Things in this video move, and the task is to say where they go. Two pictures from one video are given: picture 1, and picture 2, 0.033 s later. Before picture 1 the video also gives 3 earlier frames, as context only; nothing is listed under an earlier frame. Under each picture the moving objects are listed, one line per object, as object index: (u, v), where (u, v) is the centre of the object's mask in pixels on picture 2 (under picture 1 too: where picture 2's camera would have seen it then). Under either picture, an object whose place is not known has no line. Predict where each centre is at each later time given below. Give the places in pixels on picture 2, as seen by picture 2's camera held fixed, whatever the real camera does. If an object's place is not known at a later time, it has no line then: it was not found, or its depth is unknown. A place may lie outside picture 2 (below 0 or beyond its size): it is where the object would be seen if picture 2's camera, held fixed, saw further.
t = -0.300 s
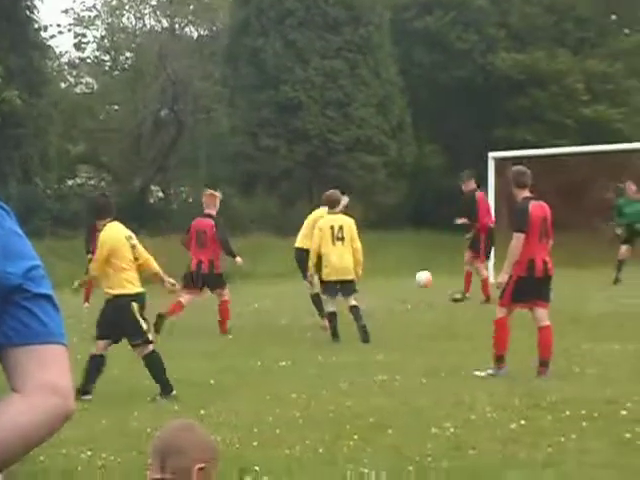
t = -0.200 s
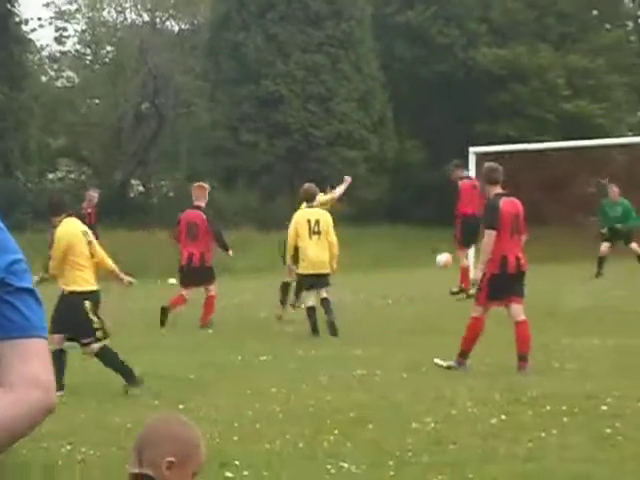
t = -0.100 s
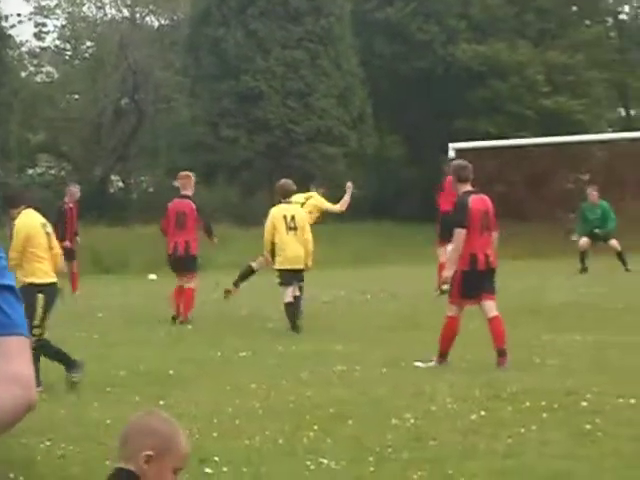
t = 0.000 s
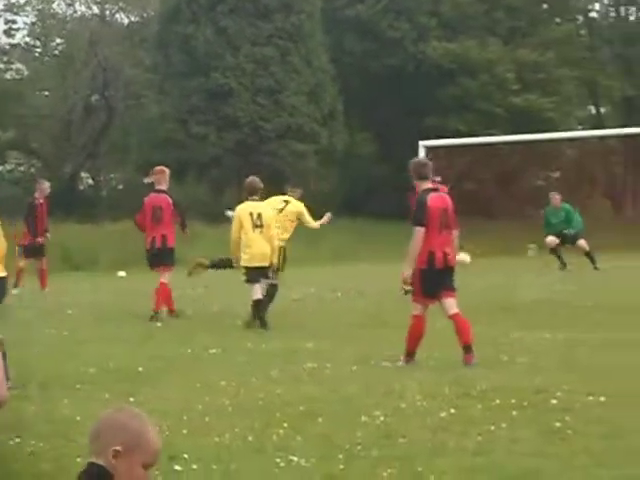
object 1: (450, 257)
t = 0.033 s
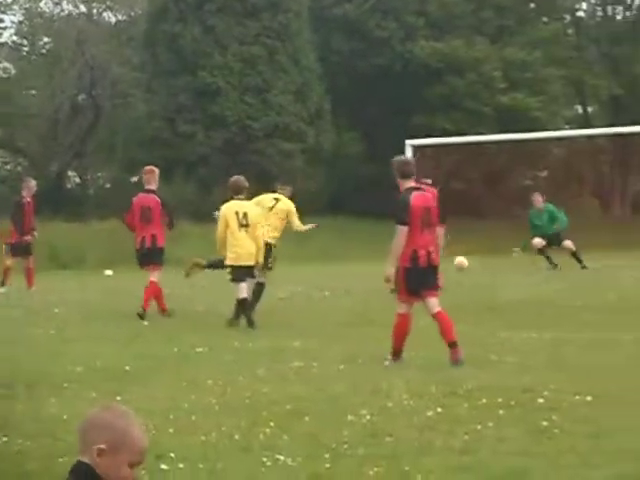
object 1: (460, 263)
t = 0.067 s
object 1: (471, 267)
